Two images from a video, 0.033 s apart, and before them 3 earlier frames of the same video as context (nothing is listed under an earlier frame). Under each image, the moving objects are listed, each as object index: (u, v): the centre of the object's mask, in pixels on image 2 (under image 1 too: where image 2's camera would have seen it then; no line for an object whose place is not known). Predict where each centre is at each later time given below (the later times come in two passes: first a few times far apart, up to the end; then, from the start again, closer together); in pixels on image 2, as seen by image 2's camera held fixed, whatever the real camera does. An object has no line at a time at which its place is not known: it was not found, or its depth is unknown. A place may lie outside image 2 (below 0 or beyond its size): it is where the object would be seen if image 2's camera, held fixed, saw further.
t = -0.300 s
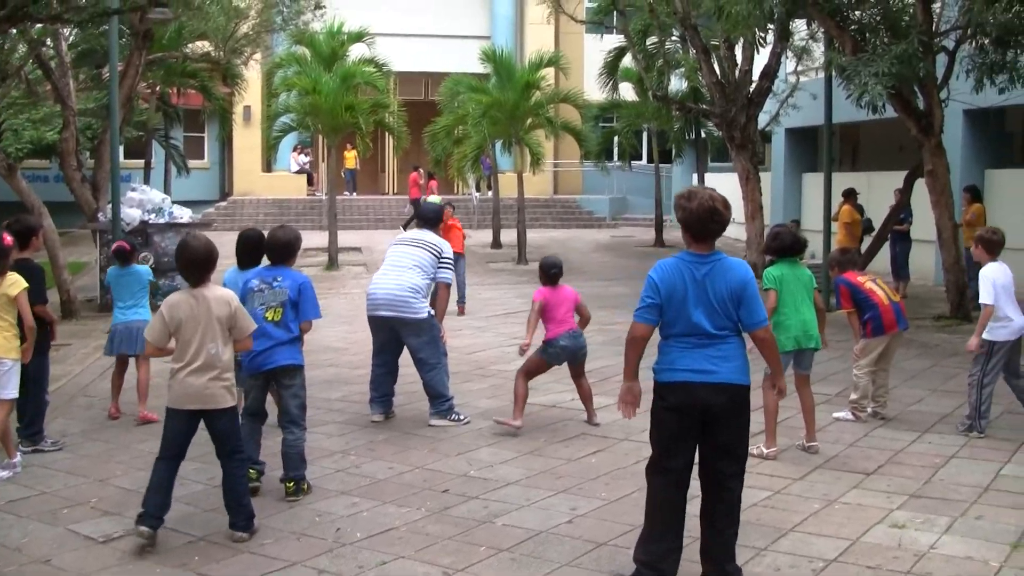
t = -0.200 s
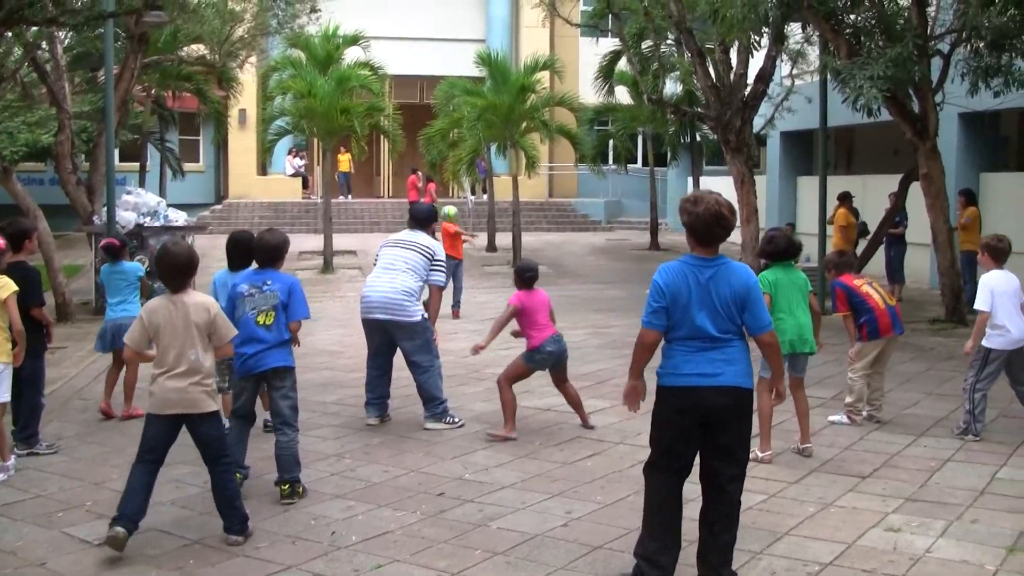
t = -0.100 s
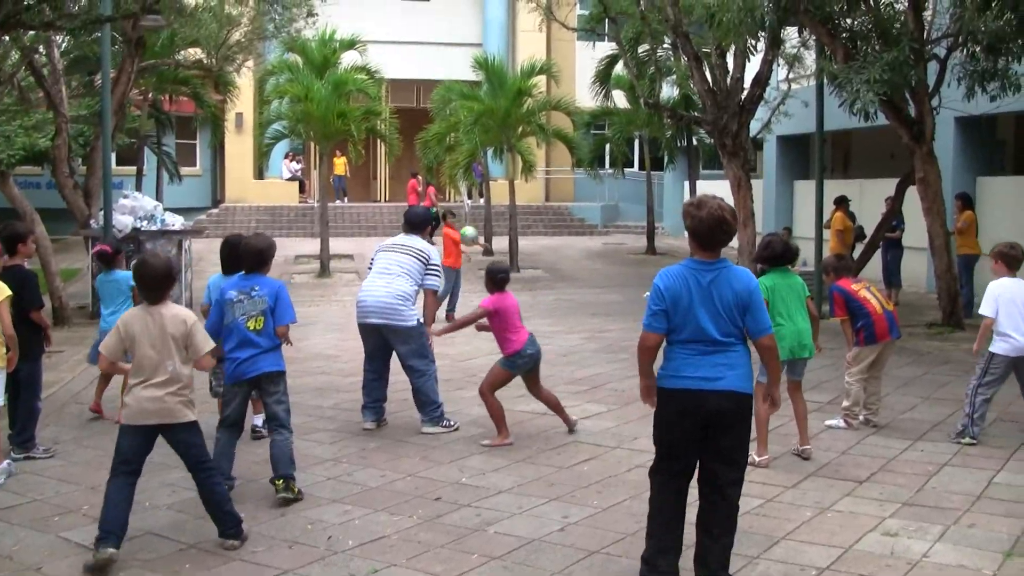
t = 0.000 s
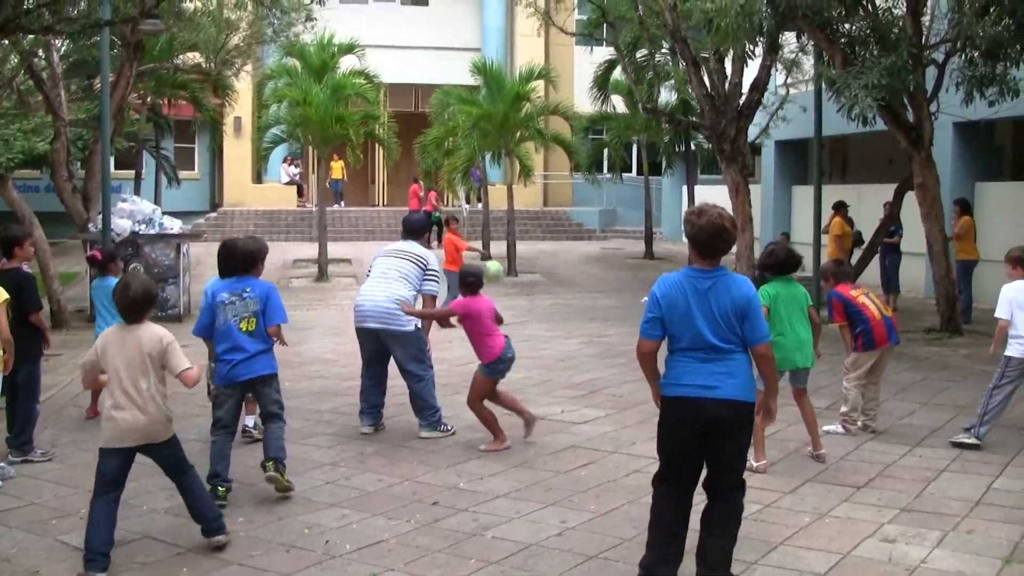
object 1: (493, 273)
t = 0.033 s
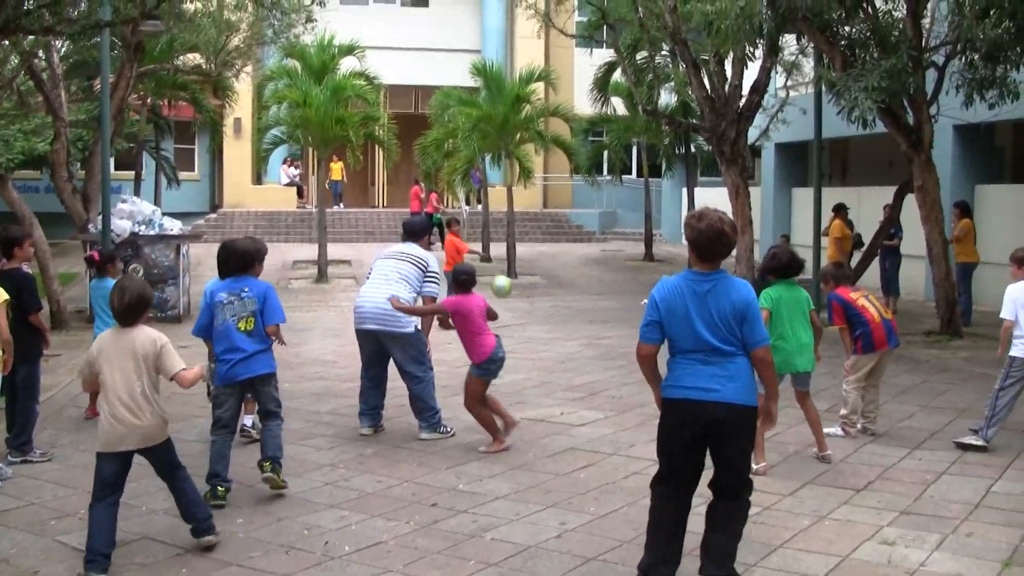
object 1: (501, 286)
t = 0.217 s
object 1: (559, 383)
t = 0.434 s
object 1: (589, 335)
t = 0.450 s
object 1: (591, 335)
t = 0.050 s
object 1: (506, 293)
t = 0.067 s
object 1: (511, 301)
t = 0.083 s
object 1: (516, 310)
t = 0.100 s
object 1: (522, 319)
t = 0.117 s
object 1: (527, 329)
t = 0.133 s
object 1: (533, 339)
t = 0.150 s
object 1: (539, 350)
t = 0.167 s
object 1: (544, 362)
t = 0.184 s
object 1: (550, 373)
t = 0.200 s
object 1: (556, 385)
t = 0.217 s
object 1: (559, 383)
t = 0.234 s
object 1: (562, 377)
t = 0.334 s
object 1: (576, 350)
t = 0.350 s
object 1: (578, 347)
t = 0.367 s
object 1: (581, 344)
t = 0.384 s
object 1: (583, 341)
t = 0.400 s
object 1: (586, 339)
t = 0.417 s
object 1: (587, 337)
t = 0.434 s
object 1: (589, 335)
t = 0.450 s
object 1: (591, 335)
